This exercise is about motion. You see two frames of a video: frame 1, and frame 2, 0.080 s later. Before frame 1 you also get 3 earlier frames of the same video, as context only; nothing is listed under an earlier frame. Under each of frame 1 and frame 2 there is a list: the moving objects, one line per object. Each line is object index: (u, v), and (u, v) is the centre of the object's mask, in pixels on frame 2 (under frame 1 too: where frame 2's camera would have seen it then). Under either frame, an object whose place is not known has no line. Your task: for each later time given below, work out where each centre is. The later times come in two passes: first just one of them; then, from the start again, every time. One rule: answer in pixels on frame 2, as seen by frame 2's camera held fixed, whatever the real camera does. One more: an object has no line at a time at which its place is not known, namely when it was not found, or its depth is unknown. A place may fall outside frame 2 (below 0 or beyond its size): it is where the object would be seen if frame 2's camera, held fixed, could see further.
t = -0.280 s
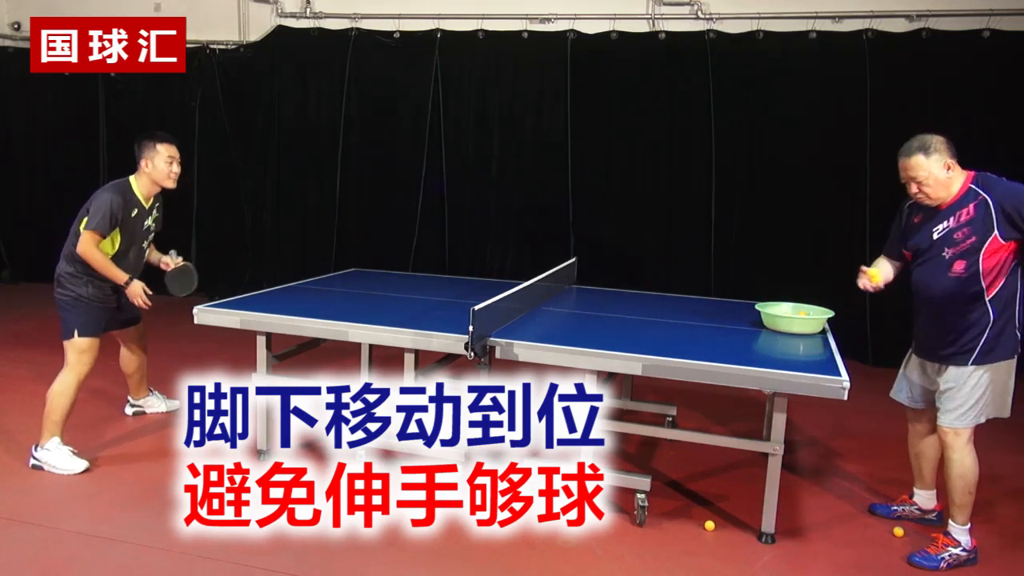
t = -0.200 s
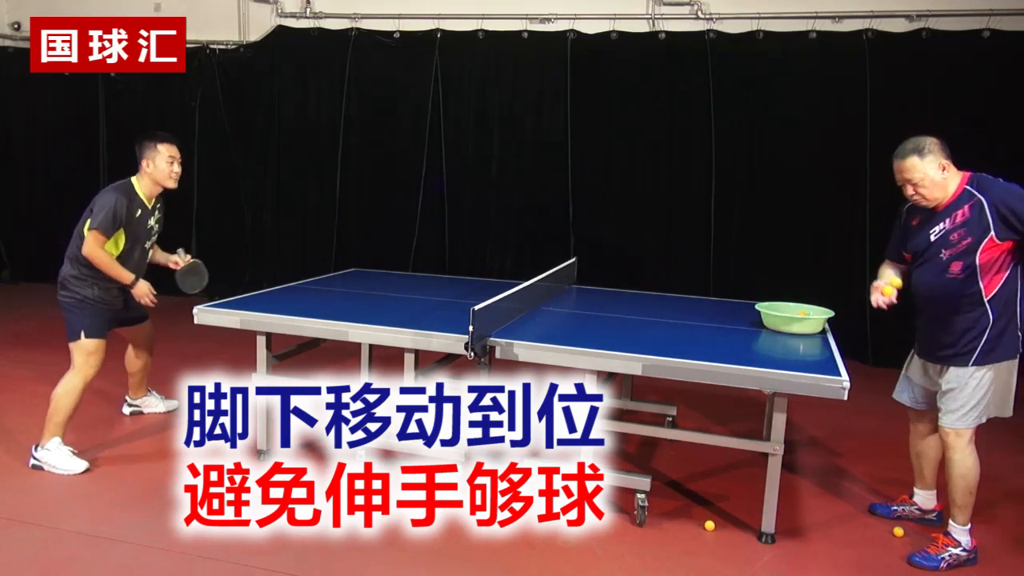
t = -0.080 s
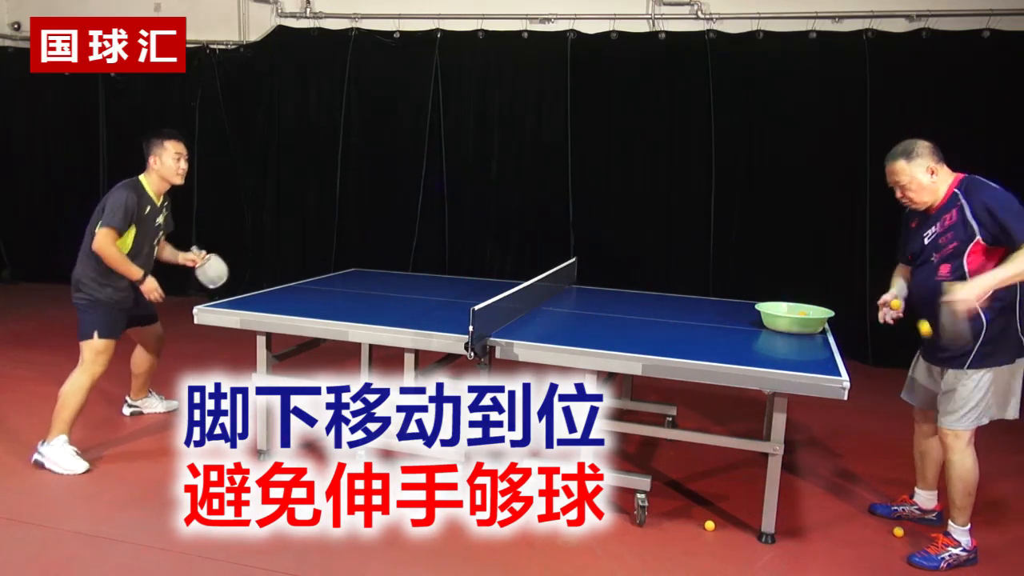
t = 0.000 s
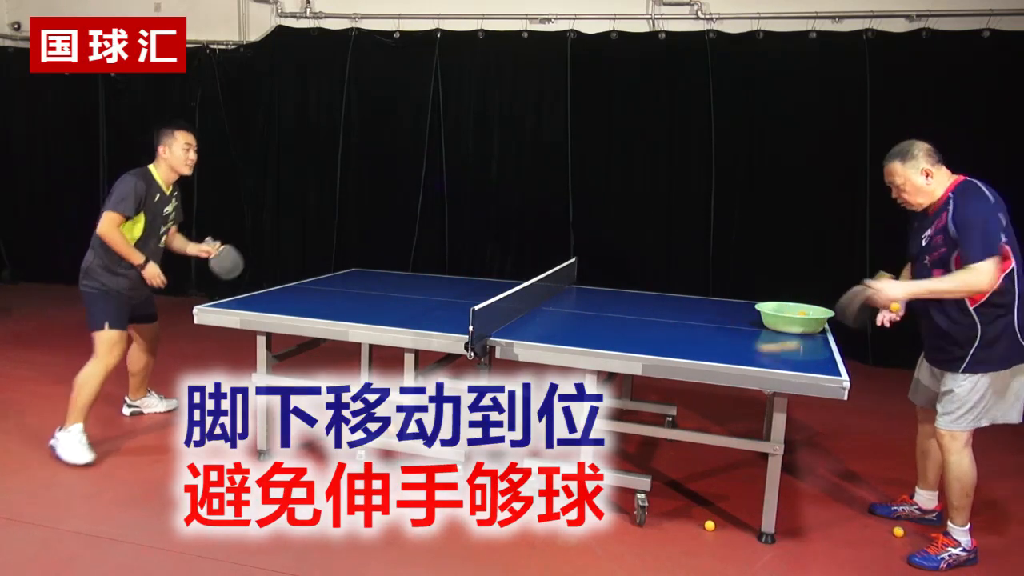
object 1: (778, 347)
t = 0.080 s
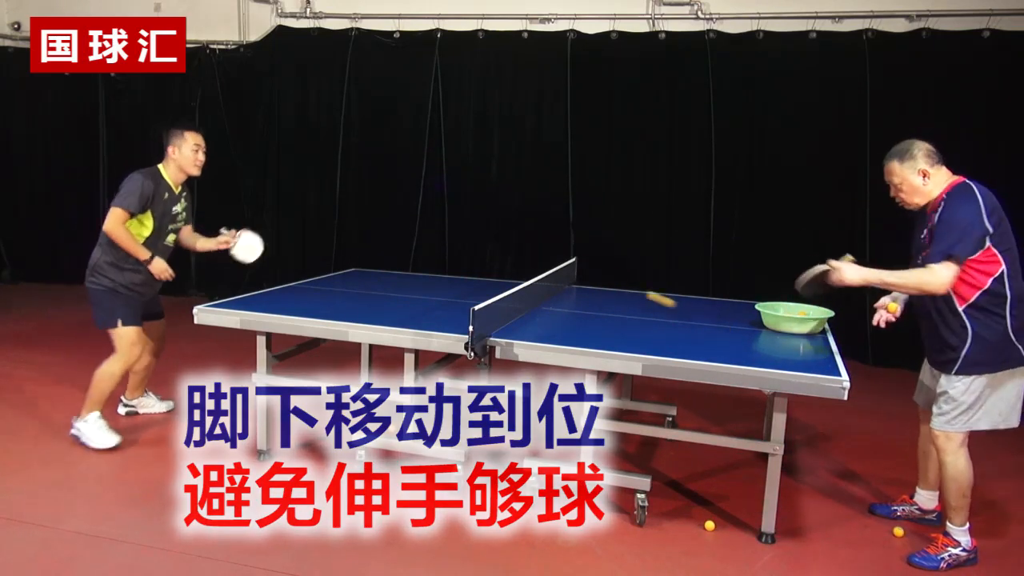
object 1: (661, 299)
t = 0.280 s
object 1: (458, 265)
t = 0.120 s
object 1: (611, 282)
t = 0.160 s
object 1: (569, 271)
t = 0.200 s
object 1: (528, 265)
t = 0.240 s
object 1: (491, 263)
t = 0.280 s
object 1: (458, 265)
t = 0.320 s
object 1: (429, 271)
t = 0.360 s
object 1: (401, 280)
